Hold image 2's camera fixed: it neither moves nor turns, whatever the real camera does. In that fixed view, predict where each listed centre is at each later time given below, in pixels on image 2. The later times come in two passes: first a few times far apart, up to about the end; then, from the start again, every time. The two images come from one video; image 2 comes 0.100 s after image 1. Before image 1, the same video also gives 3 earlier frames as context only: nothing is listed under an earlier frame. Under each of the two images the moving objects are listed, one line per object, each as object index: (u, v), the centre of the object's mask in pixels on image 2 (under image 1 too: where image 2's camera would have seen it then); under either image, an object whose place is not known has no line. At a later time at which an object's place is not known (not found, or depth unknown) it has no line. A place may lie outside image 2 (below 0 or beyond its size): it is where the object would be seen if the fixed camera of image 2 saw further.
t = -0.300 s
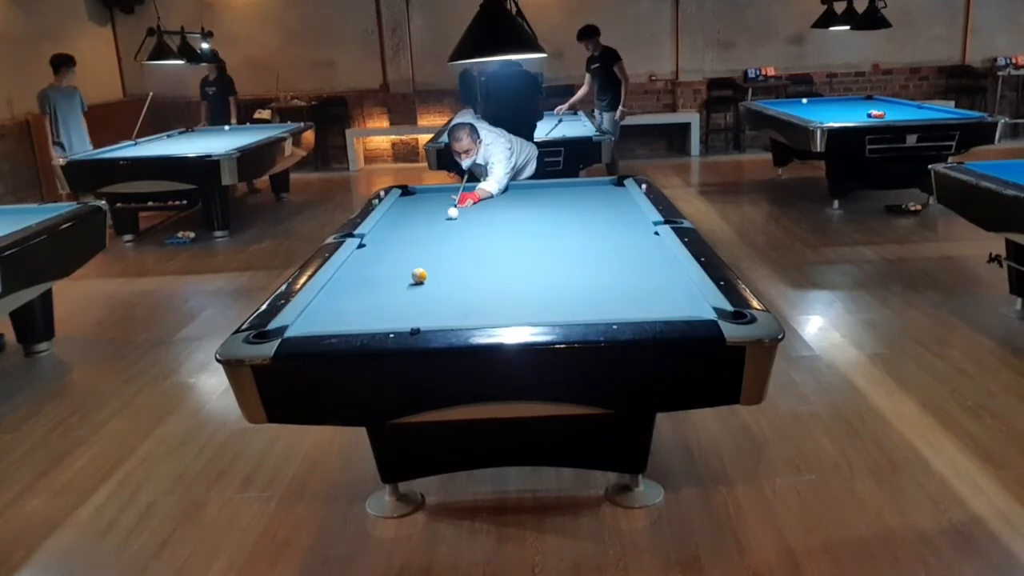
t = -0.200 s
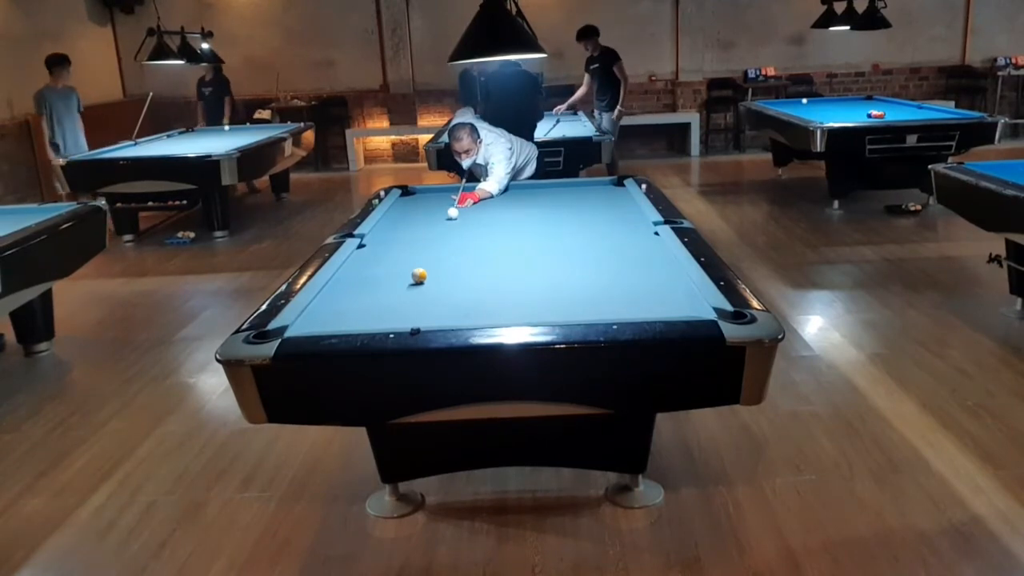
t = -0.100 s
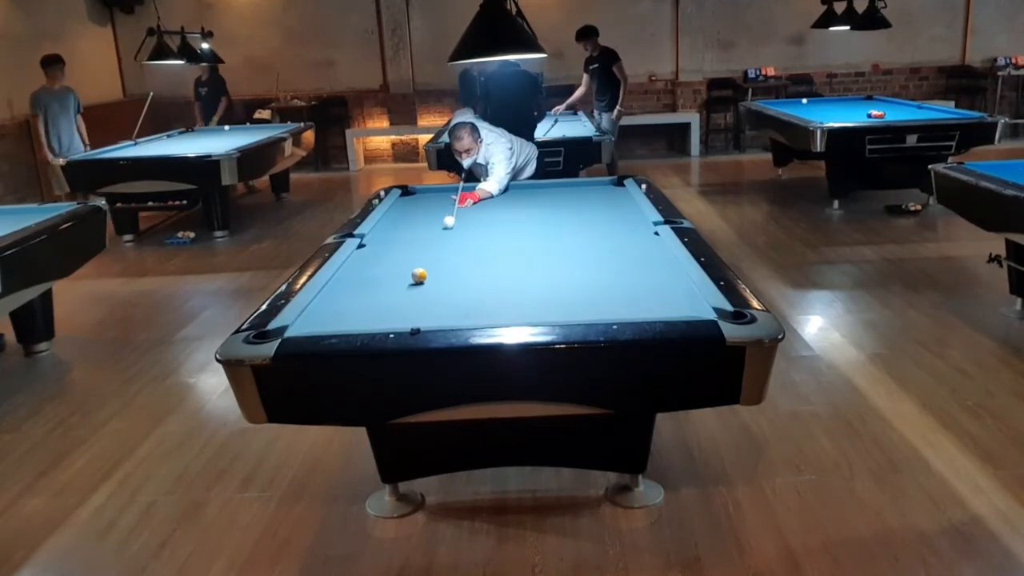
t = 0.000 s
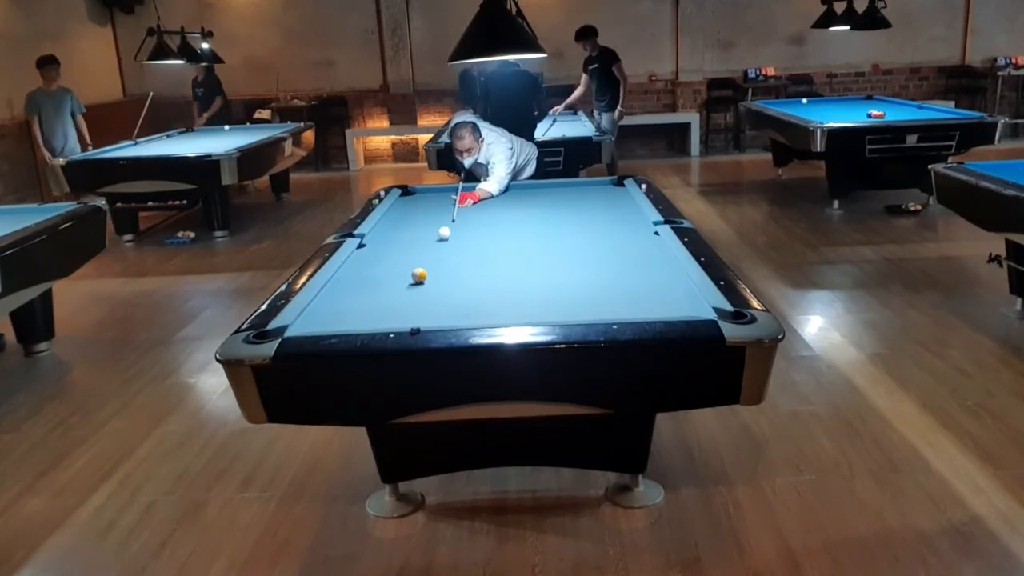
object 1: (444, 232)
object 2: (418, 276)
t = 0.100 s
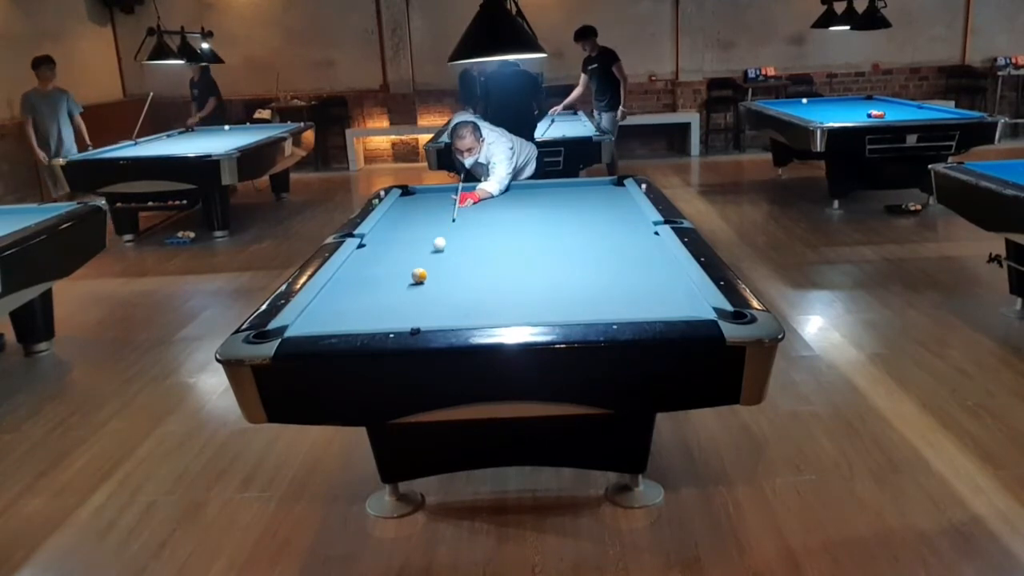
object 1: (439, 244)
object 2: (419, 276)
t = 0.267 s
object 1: (430, 264)
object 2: (419, 276)
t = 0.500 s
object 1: (455, 279)
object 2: (375, 298)
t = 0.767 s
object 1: (490, 294)
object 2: (315, 325)
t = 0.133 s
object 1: (438, 247)
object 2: (418, 276)
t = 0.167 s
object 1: (436, 251)
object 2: (419, 276)
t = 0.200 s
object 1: (434, 256)
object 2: (418, 276)
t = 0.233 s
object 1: (432, 260)
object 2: (419, 276)
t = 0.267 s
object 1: (430, 264)
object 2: (419, 276)
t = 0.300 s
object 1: (429, 268)
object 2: (419, 276)
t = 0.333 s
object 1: (431, 272)
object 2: (414, 278)
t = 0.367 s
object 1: (436, 273)
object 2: (406, 283)
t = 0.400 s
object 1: (441, 274)
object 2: (398, 287)
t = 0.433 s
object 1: (446, 275)
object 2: (390, 291)
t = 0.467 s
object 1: (450, 277)
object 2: (382, 295)
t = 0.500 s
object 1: (455, 279)
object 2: (375, 298)
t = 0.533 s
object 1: (459, 280)
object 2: (369, 301)
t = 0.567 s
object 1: (463, 282)
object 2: (362, 305)
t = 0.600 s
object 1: (468, 284)
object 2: (354, 309)
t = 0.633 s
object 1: (472, 286)
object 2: (347, 312)
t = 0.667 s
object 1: (476, 288)
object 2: (339, 316)
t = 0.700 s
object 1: (481, 290)
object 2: (332, 320)
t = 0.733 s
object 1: (486, 292)
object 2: (323, 323)
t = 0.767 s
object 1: (490, 294)
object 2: (315, 325)
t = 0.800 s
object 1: (495, 296)
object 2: (307, 328)
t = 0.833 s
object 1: (500, 298)
